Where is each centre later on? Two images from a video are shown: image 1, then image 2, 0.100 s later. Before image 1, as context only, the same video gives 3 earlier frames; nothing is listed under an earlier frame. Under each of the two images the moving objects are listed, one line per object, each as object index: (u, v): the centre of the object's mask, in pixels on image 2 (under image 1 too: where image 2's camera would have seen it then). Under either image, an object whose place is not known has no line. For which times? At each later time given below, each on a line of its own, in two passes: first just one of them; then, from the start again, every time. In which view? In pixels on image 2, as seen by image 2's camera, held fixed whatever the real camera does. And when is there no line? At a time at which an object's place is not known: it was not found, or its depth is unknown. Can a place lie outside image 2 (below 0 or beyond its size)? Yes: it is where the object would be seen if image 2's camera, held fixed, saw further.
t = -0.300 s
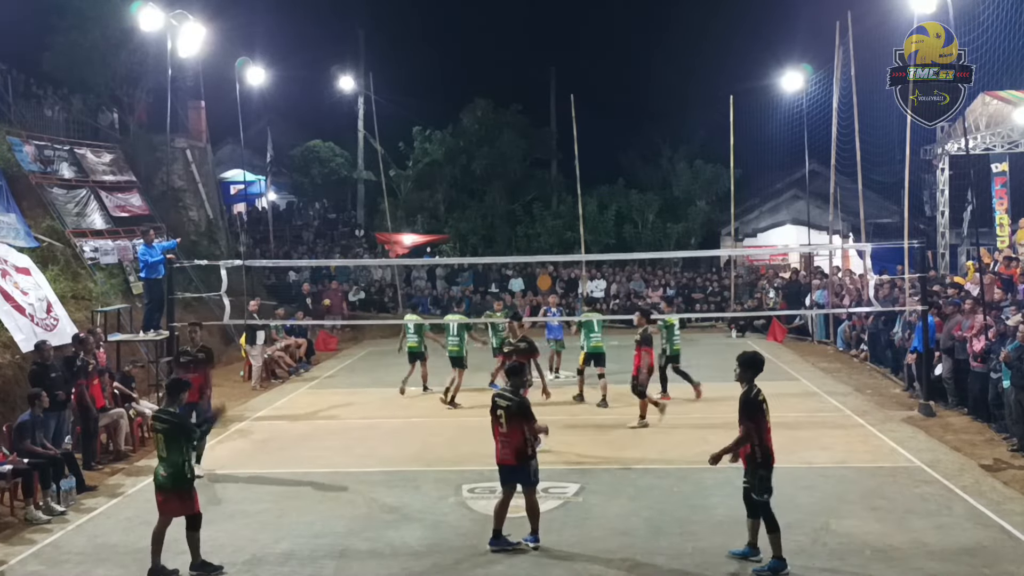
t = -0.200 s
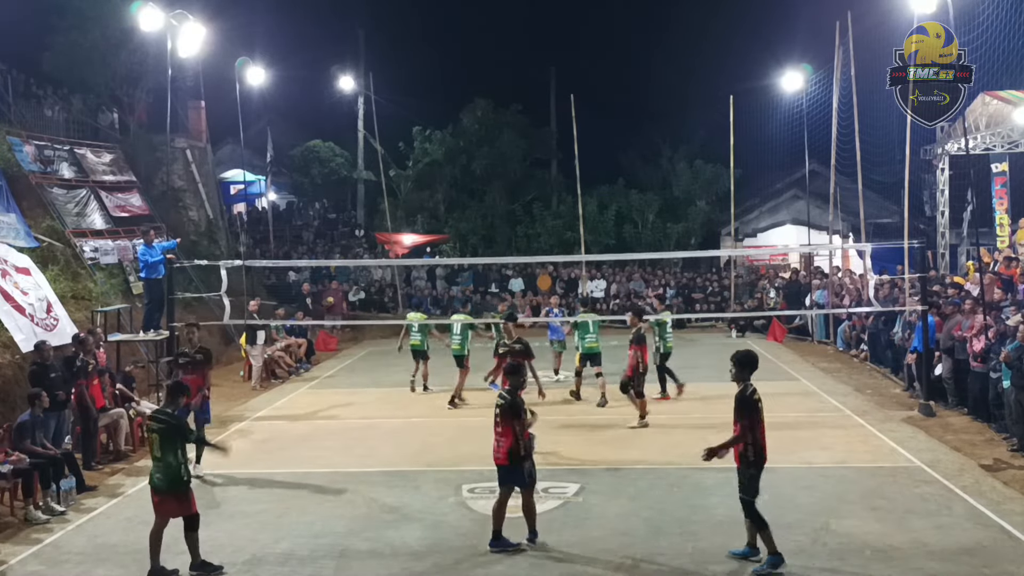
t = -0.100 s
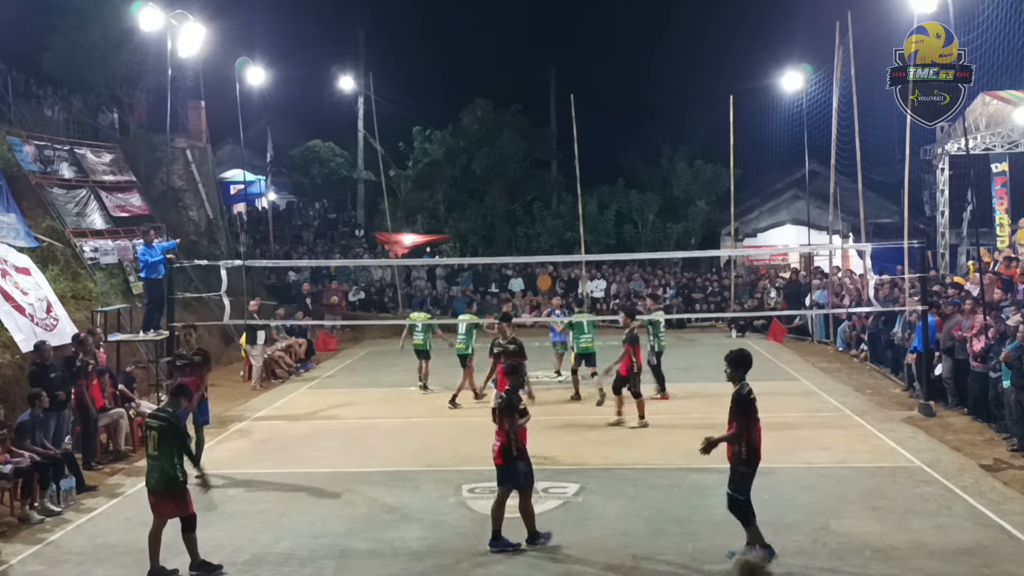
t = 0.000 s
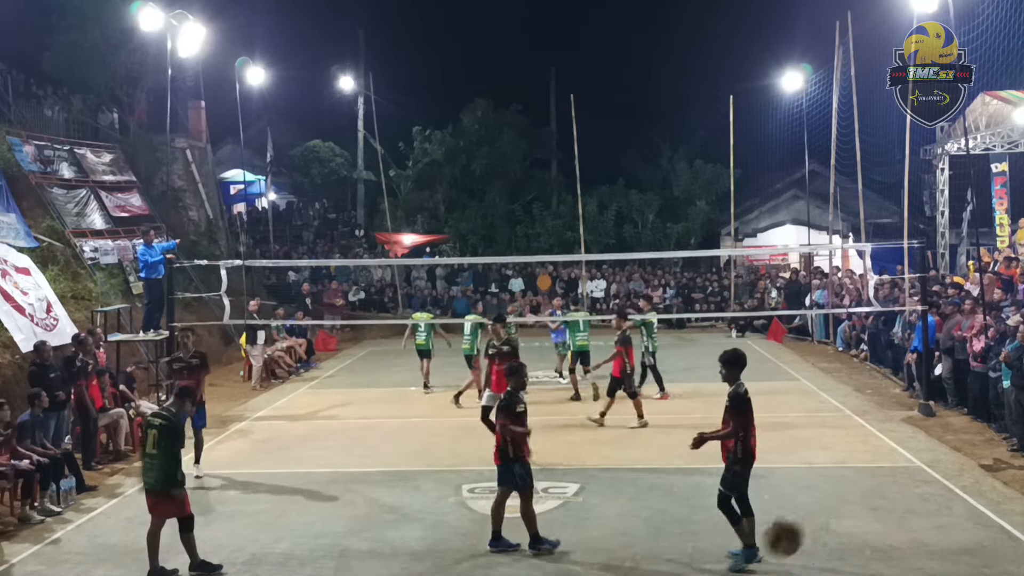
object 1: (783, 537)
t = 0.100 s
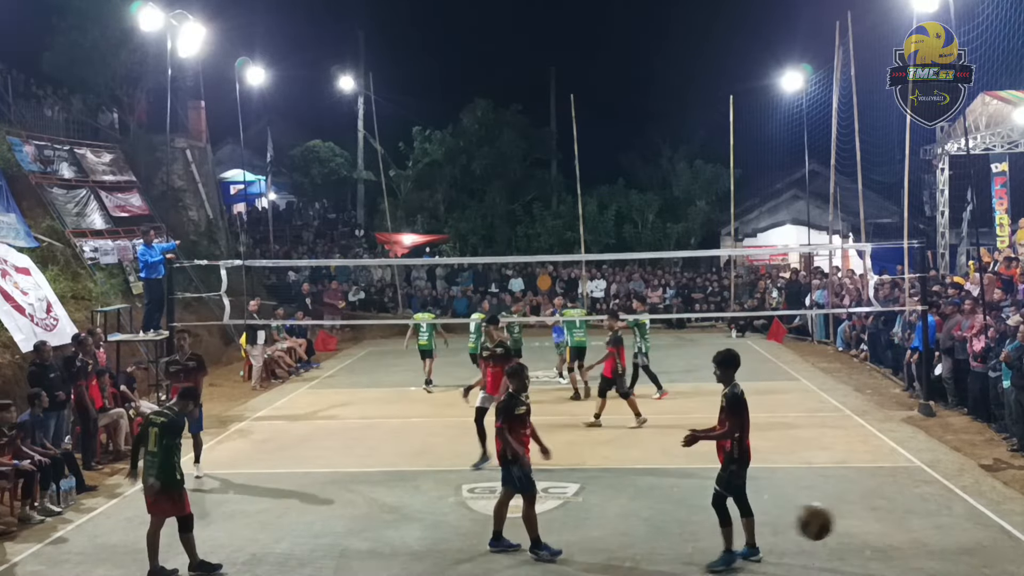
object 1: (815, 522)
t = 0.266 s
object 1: (863, 535)
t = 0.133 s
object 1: (825, 521)
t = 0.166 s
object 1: (835, 523)
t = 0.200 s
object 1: (846, 525)
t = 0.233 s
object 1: (853, 529)
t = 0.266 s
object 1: (863, 535)
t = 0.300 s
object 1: (871, 542)
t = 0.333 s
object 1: (881, 550)
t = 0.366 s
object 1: (889, 560)
